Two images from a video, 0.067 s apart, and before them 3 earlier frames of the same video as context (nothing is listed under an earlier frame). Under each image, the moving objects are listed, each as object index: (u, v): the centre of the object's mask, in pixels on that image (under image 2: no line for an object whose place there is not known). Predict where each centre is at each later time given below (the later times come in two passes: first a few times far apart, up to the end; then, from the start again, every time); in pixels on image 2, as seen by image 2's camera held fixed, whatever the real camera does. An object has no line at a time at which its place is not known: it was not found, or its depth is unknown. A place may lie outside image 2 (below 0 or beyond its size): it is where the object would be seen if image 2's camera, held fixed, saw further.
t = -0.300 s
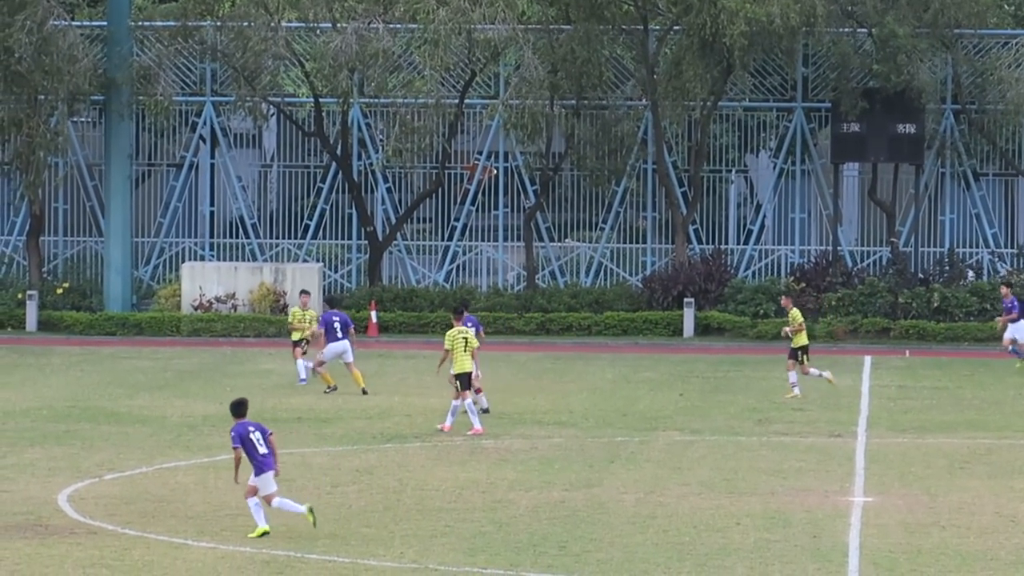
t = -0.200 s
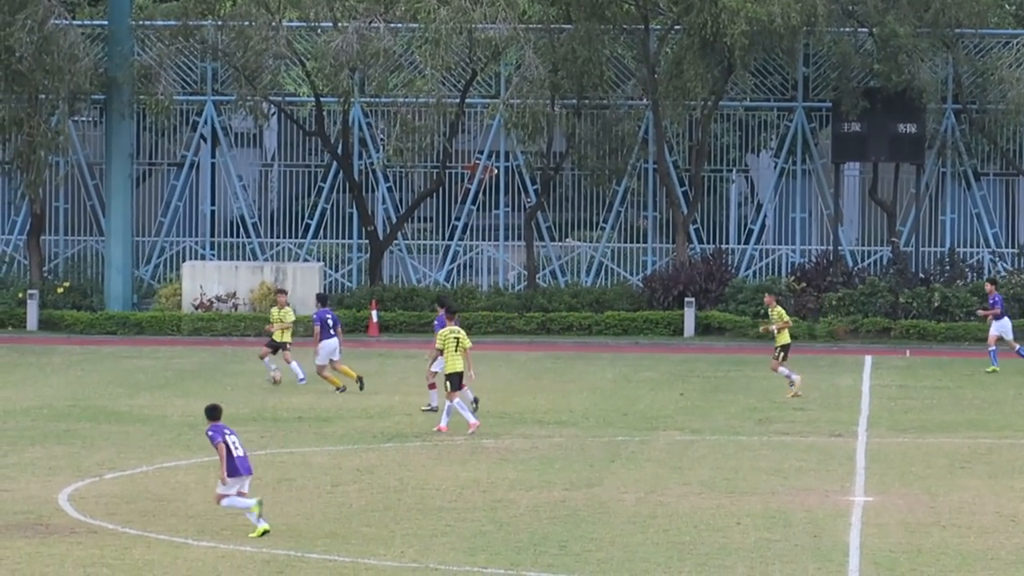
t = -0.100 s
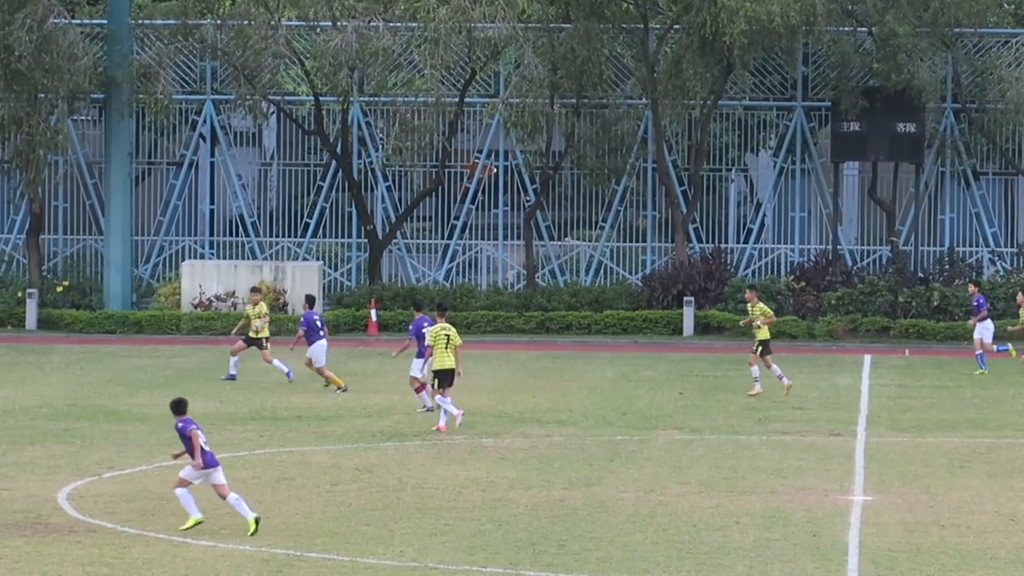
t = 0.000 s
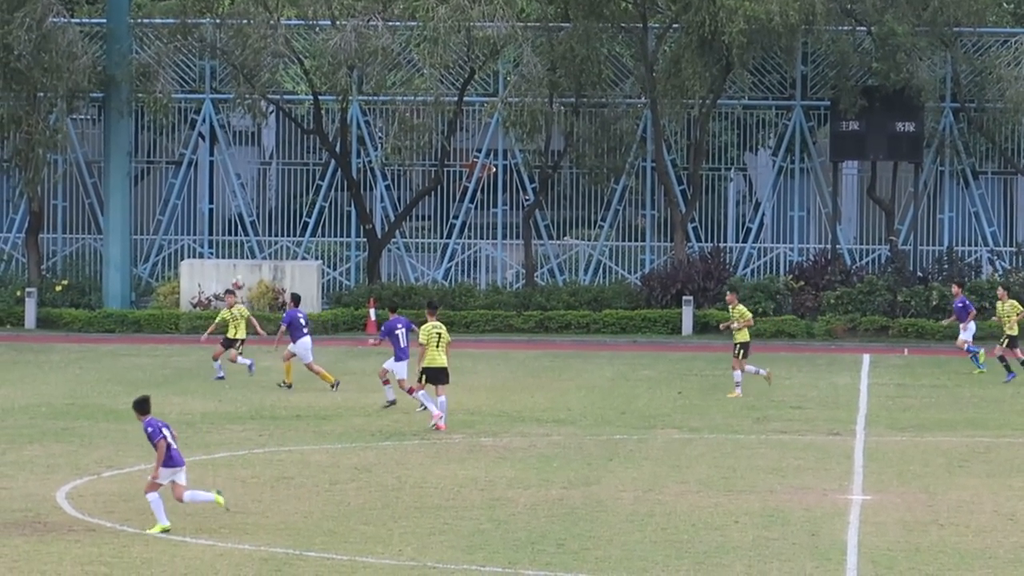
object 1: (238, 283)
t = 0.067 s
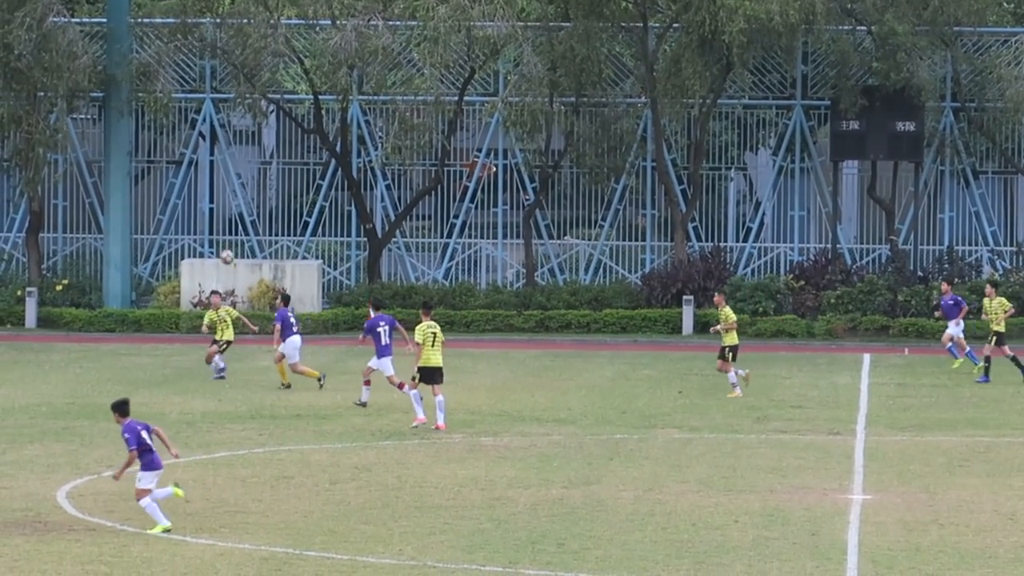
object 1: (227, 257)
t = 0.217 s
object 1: (199, 210)
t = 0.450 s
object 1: (156, 166)
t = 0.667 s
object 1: (112, 155)
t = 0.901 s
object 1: (67, 178)
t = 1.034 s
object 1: (48, 208)
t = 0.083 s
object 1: (224, 250)
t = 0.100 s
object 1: (220, 244)
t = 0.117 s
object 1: (217, 239)
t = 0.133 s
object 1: (214, 234)
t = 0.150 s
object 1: (212, 229)
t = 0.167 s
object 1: (208, 224)
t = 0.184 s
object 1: (205, 219)
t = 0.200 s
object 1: (202, 214)
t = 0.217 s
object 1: (199, 210)
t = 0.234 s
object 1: (196, 206)
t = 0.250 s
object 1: (193, 202)
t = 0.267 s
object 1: (190, 198)
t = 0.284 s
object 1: (187, 194)
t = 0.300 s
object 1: (184, 191)
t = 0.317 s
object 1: (181, 187)
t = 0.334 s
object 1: (178, 184)
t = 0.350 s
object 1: (174, 181)
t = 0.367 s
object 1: (171, 177)
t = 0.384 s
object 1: (168, 175)
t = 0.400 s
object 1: (165, 173)
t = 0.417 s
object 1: (162, 170)
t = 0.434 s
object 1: (159, 168)
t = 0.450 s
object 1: (156, 166)
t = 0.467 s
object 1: (152, 164)
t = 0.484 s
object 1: (149, 162)
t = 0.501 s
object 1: (145, 160)
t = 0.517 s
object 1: (142, 159)
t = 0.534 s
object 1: (139, 157)
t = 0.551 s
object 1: (136, 156)
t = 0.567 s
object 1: (132, 156)
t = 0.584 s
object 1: (129, 155)
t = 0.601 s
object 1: (126, 155)
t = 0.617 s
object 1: (122, 155)
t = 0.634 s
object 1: (119, 155)
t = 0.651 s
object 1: (116, 155)
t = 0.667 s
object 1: (112, 155)
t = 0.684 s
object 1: (109, 156)
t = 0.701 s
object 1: (106, 156)
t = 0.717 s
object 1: (102, 157)
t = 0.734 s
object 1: (99, 157)
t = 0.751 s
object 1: (96, 159)
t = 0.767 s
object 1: (92, 161)
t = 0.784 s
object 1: (89, 163)
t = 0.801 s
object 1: (86, 164)
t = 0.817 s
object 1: (83, 166)
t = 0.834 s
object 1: (79, 168)
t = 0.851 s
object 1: (76, 170)
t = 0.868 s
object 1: (73, 173)
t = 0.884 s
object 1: (70, 175)
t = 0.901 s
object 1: (67, 178)
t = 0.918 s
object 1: (65, 181)
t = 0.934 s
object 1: (62, 184)
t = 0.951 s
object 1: (60, 187)
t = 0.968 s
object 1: (57, 192)
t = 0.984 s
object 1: (55, 195)
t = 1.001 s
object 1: (53, 199)
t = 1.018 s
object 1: (50, 204)
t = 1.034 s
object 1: (48, 208)
